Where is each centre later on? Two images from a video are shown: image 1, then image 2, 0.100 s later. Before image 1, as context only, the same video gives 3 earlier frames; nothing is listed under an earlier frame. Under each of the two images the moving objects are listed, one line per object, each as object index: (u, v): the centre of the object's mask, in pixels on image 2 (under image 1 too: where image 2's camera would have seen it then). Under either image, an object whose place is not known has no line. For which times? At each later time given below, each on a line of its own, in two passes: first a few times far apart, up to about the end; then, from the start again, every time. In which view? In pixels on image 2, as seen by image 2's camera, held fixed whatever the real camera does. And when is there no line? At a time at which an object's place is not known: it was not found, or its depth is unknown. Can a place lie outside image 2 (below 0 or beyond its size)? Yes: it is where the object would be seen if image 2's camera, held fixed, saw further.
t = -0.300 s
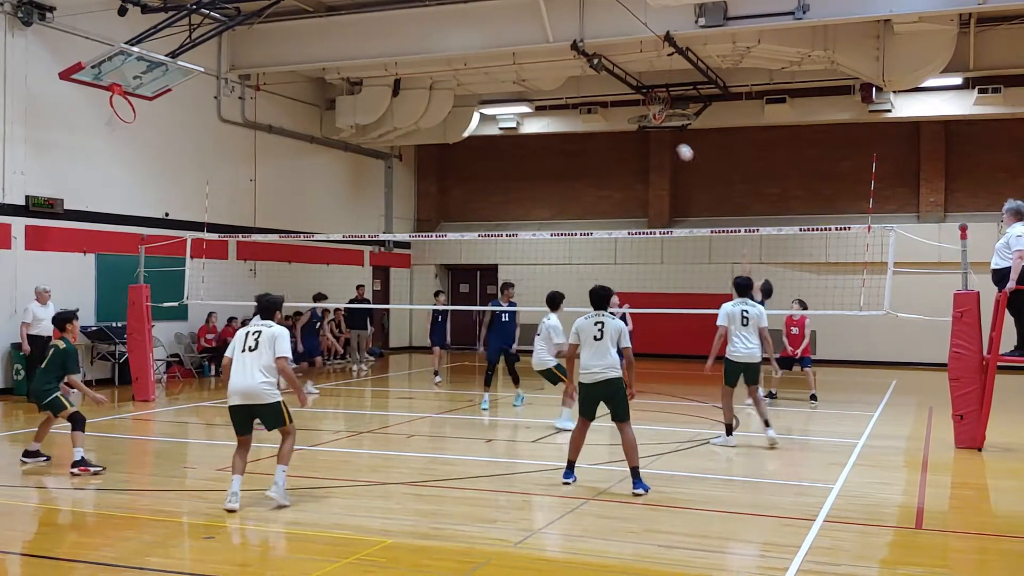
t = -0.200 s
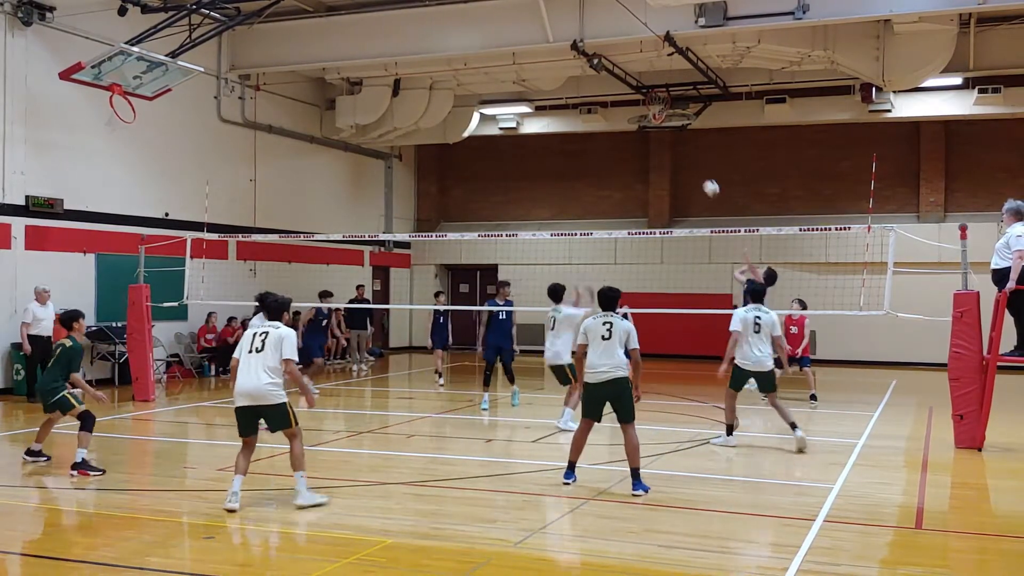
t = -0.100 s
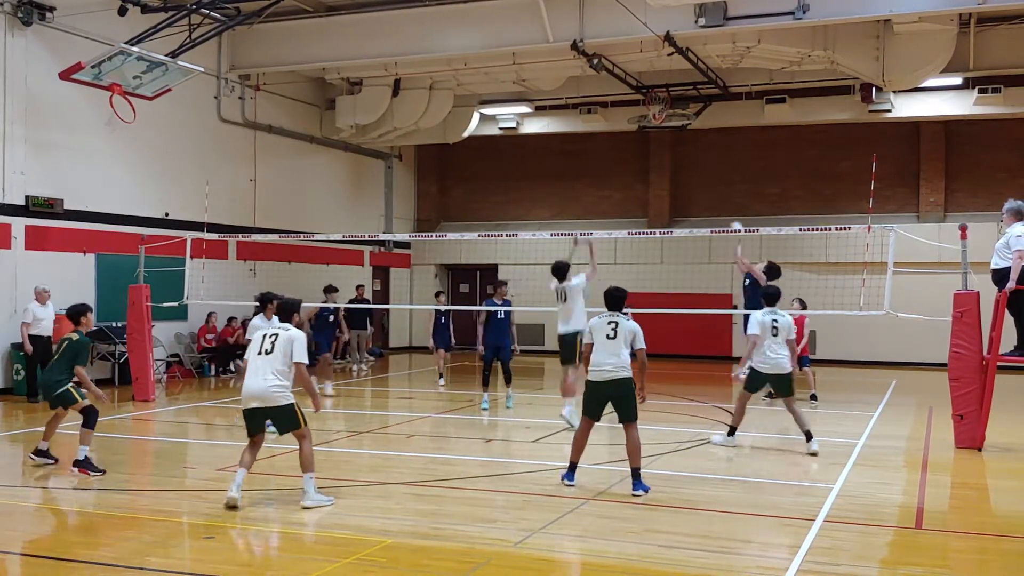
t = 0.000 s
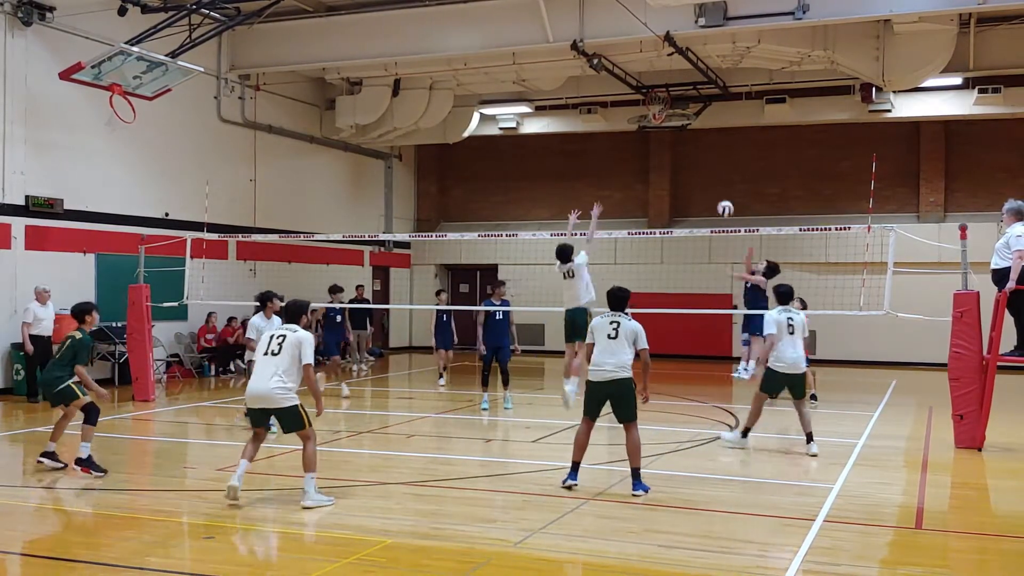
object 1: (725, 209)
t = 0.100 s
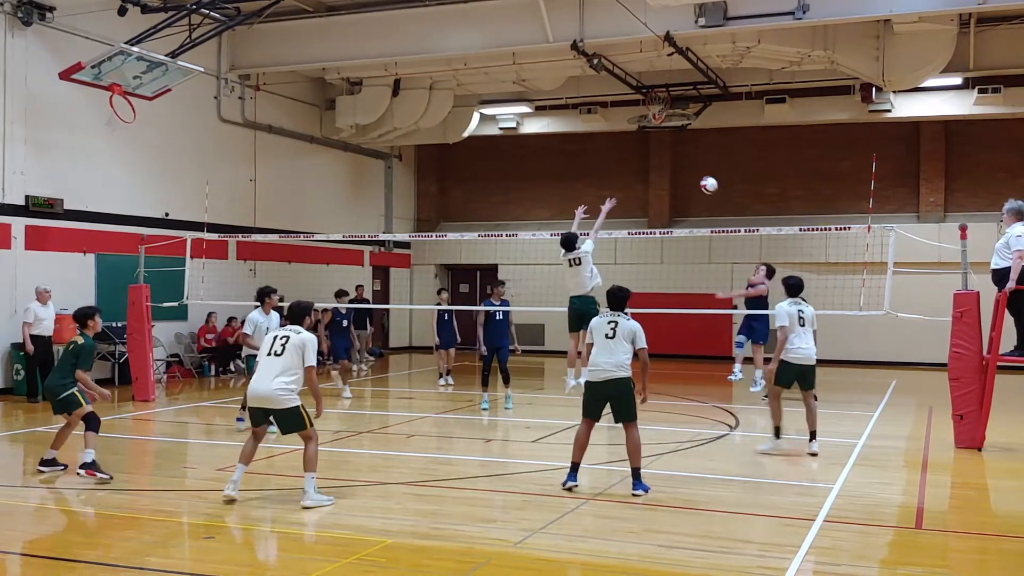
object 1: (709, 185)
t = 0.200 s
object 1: (690, 167)
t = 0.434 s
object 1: (636, 155)
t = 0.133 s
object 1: (703, 178)
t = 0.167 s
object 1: (696, 172)
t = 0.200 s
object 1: (690, 167)
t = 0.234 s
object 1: (683, 163)
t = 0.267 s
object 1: (676, 159)
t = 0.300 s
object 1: (669, 157)
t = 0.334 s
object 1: (661, 155)
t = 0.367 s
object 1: (653, 154)
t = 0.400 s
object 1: (645, 154)
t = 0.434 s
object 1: (636, 155)
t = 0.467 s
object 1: (628, 157)
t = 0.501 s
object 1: (618, 161)
